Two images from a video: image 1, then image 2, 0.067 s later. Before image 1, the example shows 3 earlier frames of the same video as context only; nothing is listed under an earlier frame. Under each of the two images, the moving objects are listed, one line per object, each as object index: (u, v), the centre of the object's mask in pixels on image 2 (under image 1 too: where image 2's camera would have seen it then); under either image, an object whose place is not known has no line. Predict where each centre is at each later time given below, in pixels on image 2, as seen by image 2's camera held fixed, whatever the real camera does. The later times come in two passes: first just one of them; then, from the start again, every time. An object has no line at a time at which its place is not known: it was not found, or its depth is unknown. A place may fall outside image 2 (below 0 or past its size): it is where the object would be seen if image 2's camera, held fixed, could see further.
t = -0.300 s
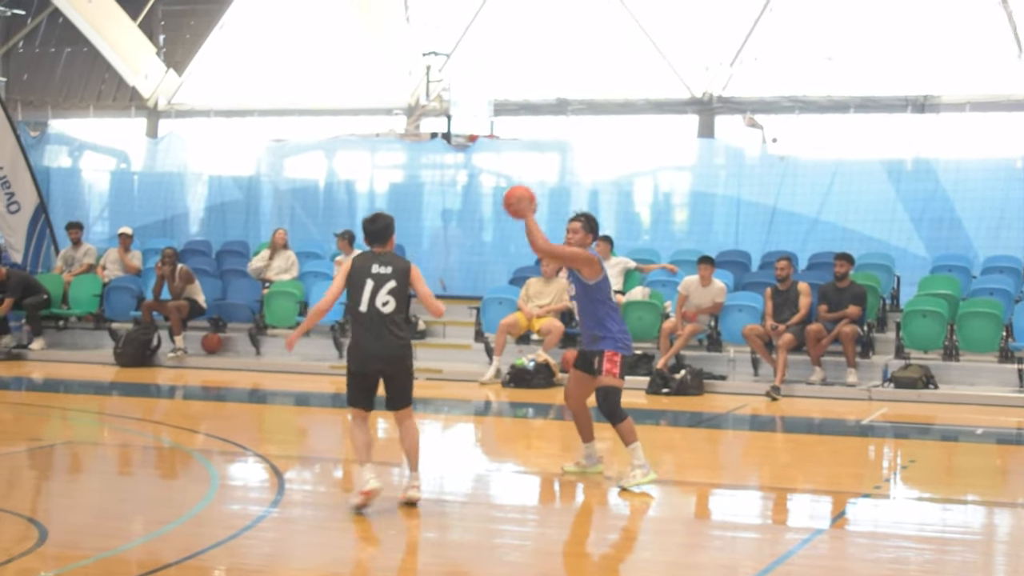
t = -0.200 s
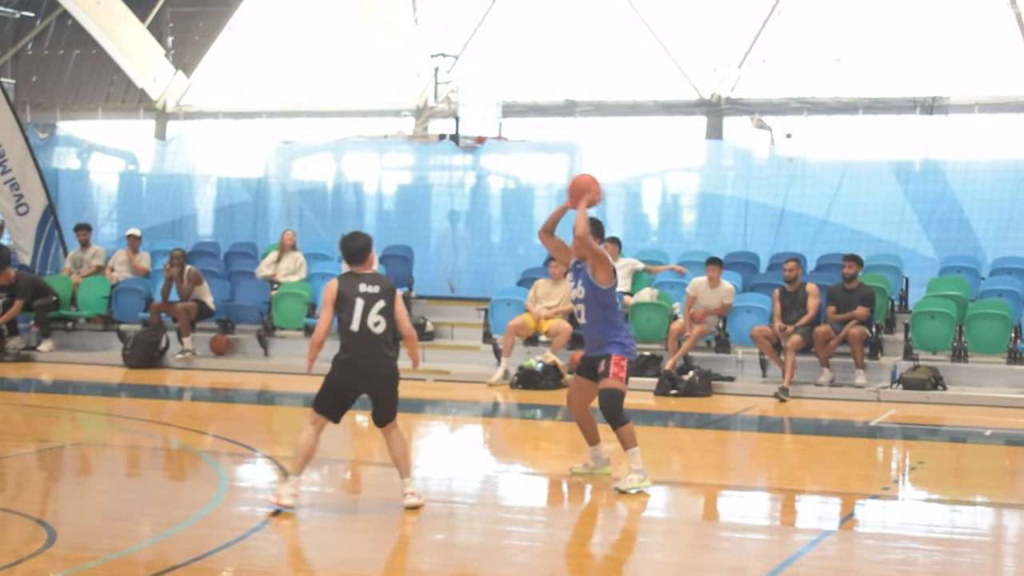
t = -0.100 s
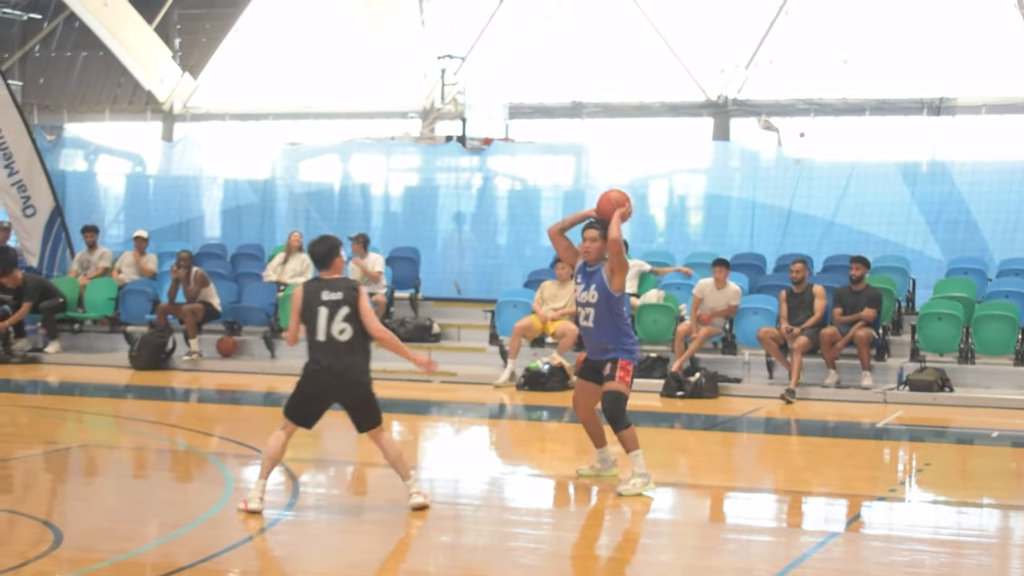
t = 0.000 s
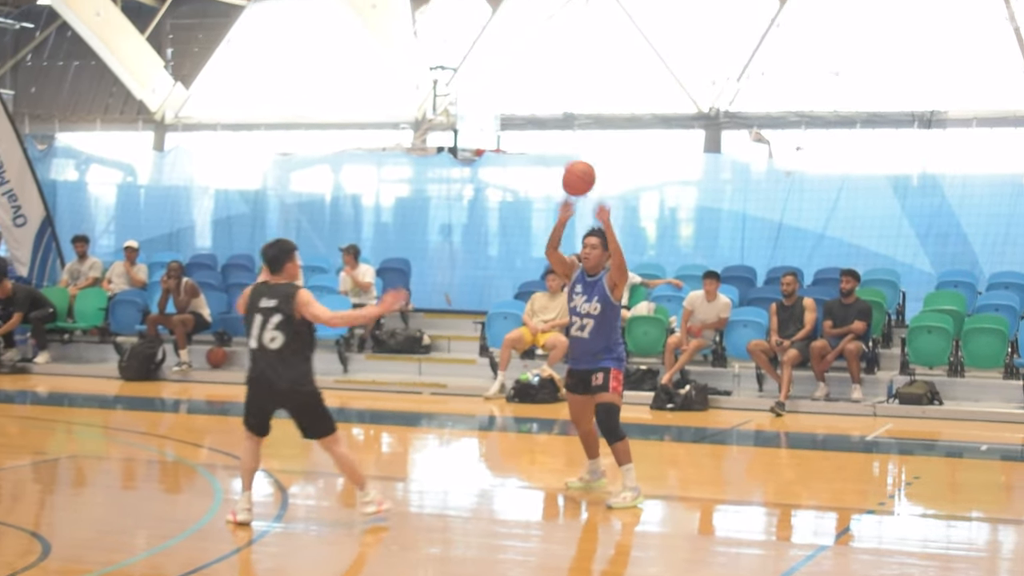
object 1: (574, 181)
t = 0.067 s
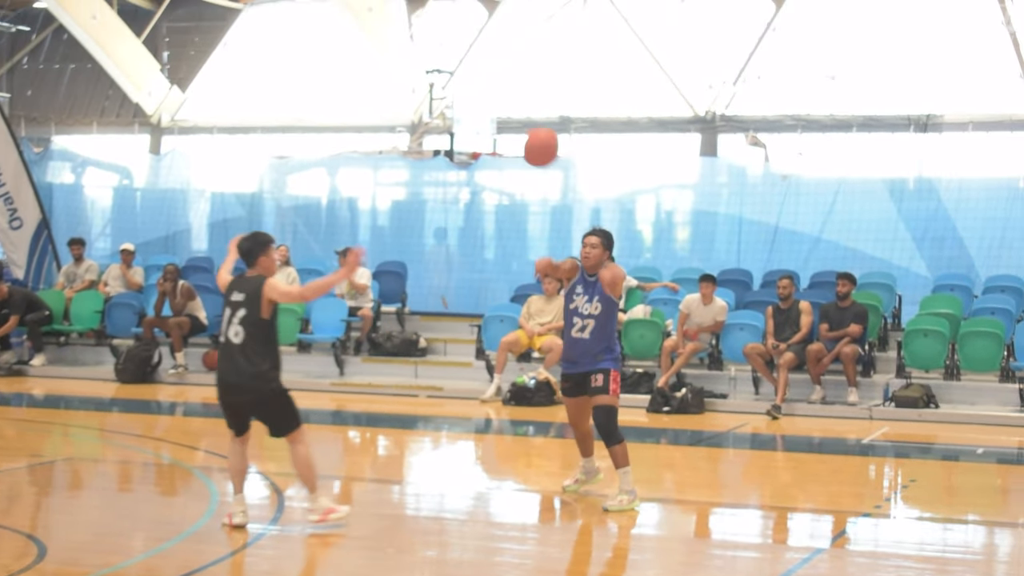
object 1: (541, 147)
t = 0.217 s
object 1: (444, 85)
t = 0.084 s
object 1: (531, 138)
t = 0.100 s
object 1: (521, 131)
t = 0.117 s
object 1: (511, 124)
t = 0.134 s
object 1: (502, 118)
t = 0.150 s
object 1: (491, 111)
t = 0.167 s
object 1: (480, 103)
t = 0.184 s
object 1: (468, 97)
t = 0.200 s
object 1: (456, 90)
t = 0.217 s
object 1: (444, 85)
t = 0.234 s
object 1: (432, 79)
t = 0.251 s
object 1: (419, 73)
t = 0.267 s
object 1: (407, 68)
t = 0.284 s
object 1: (394, 63)
